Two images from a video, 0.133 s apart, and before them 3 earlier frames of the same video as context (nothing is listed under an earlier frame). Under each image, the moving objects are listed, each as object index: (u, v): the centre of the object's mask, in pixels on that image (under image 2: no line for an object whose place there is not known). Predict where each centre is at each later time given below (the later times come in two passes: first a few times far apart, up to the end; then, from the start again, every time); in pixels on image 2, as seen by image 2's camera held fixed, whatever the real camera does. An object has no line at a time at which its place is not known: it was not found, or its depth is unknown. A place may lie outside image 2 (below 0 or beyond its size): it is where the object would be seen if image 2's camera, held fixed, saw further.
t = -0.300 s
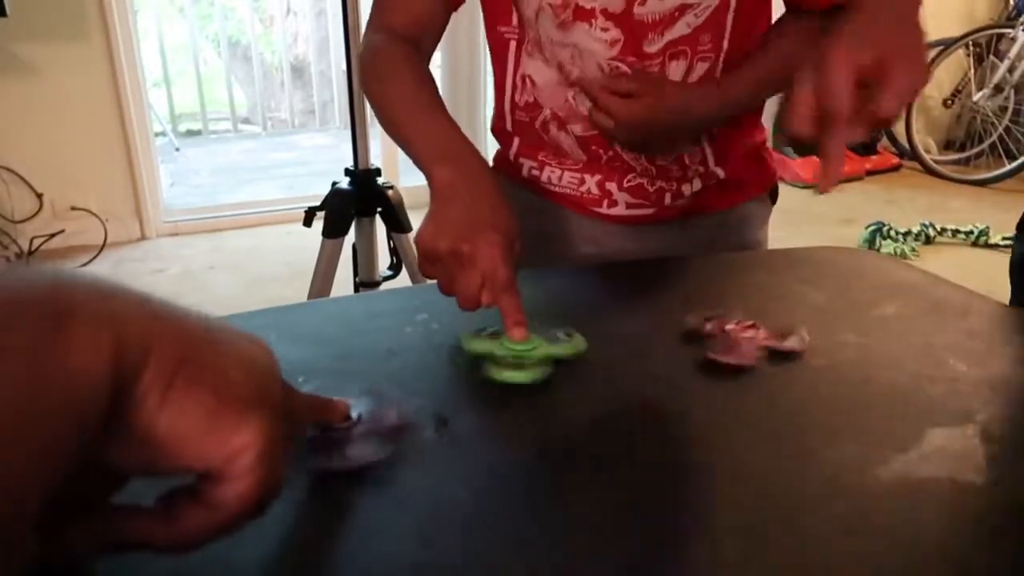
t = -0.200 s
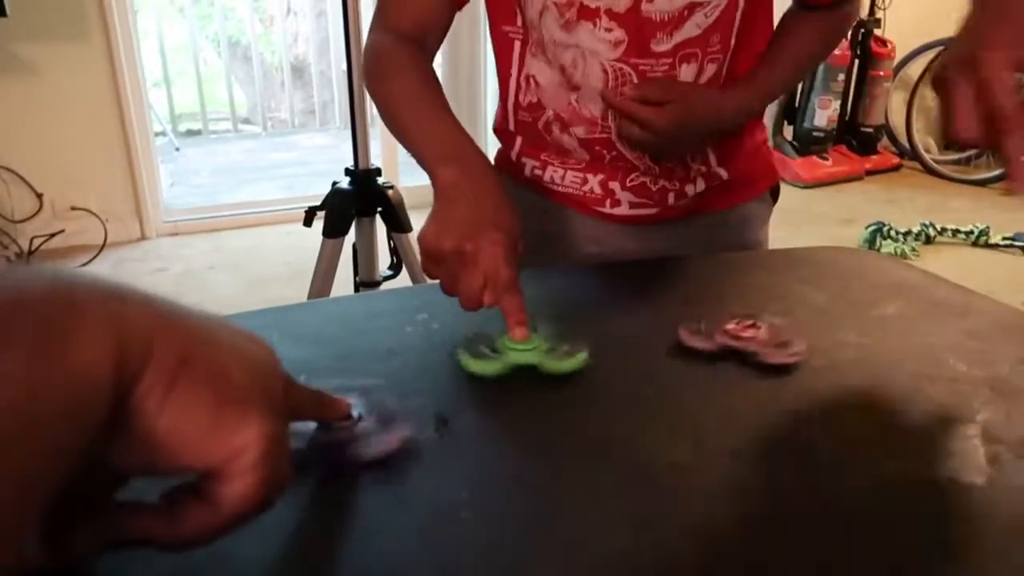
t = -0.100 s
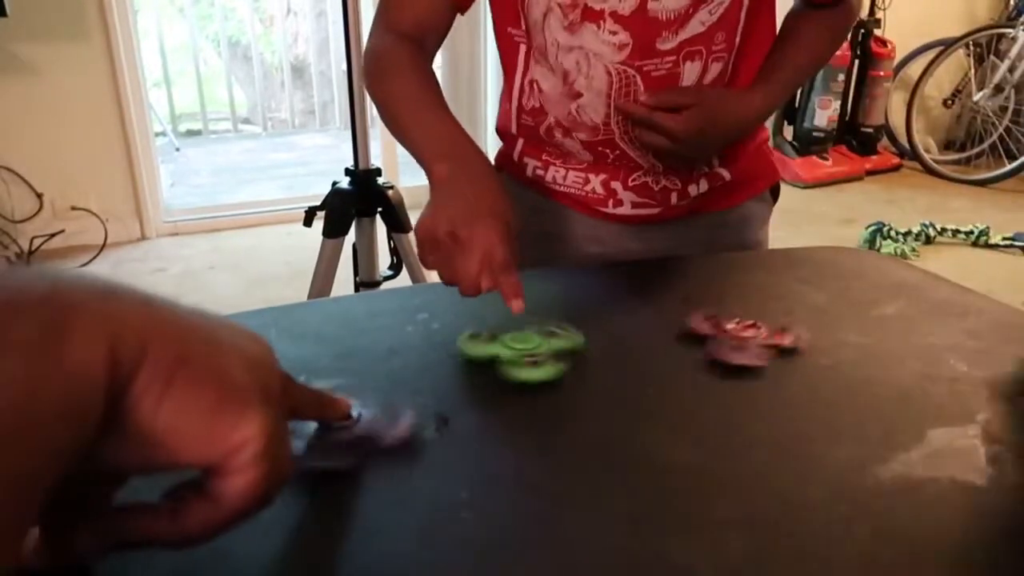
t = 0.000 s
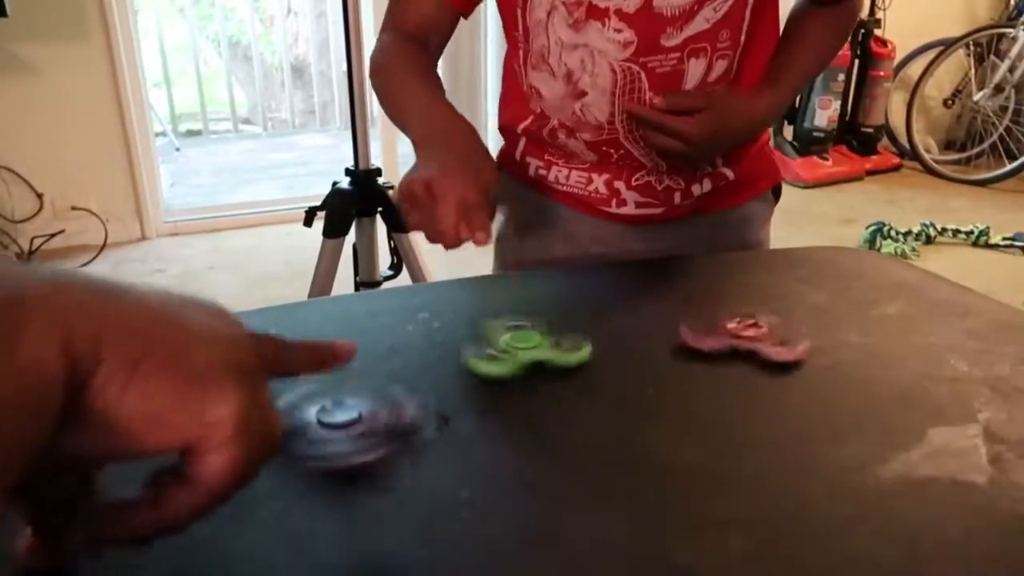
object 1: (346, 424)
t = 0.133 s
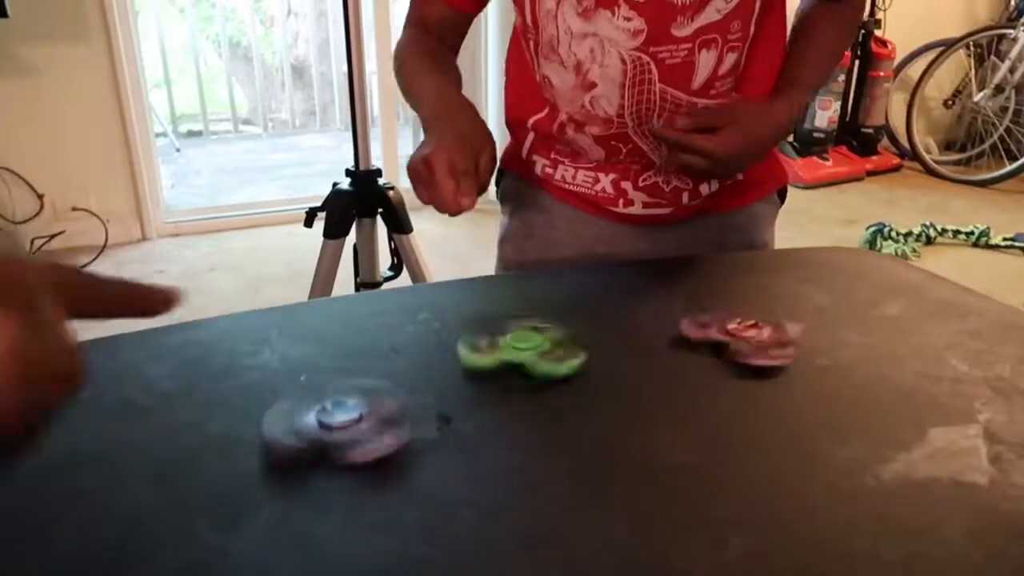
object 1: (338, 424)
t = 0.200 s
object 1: (340, 423)
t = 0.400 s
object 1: (339, 424)
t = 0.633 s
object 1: (338, 424)
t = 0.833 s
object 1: (339, 424)
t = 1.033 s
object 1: (339, 425)
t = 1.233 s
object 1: (337, 424)
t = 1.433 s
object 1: (338, 424)
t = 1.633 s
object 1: (337, 425)
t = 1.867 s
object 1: (338, 424)
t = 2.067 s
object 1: (338, 424)
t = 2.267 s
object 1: (338, 424)
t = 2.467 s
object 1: (341, 424)
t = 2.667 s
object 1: (338, 424)
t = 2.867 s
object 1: (340, 423)
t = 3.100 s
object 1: (337, 425)
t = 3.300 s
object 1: (338, 425)
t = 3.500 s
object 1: (340, 425)
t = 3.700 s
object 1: (338, 426)
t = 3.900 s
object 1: (337, 425)
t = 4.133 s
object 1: (340, 422)
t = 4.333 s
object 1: (337, 422)
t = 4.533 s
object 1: (338, 422)
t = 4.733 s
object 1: (339, 421)
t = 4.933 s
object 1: (345, 422)
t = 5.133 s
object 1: (342, 423)
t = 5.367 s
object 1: (341, 422)
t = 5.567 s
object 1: (340, 424)
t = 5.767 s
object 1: (341, 422)
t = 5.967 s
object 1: (344, 422)
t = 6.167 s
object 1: (339, 425)
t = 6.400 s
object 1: (340, 422)
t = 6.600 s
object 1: (346, 424)
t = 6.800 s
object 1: (343, 423)
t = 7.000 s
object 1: (340, 423)
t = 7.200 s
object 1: (340, 423)
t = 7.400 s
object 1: (340, 424)
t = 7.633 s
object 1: (340, 423)
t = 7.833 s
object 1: (341, 423)
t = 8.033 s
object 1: (340, 422)
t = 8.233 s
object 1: (342, 423)
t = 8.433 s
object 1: (339, 423)
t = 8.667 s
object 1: (339, 423)
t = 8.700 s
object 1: (340, 425)
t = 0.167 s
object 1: (337, 425)
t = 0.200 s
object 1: (340, 423)
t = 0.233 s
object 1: (341, 425)
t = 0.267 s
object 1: (342, 423)
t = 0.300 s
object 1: (342, 424)
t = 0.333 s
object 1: (340, 423)
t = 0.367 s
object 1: (339, 424)
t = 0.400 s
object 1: (339, 424)
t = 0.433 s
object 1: (339, 425)
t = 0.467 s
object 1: (338, 425)
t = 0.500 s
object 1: (340, 424)
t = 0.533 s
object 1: (339, 423)
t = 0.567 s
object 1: (338, 424)
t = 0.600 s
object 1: (339, 424)
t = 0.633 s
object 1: (338, 424)
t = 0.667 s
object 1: (338, 424)
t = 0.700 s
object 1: (337, 425)
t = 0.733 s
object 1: (338, 425)
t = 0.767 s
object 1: (338, 425)
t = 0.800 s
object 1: (338, 424)
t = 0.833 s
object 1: (339, 424)
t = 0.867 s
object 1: (339, 425)
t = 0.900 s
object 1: (339, 425)
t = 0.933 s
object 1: (341, 425)
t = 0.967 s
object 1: (340, 424)
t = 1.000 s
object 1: (340, 424)
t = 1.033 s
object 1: (339, 425)
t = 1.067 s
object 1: (339, 424)
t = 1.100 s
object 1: (339, 424)
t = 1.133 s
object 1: (339, 424)
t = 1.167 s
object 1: (337, 425)
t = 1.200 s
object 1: (337, 424)
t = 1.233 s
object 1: (337, 424)
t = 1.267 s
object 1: (337, 425)
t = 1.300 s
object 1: (337, 424)
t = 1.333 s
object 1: (337, 425)
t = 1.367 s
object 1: (338, 424)
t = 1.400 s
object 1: (338, 424)
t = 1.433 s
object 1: (338, 424)
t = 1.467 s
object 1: (337, 425)
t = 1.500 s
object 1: (337, 424)
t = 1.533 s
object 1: (338, 424)
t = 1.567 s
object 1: (337, 425)
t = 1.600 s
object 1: (337, 425)
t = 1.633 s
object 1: (337, 425)
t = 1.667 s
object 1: (337, 425)
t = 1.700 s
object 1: (337, 424)
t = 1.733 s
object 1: (337, 424)
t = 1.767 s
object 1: (338, 424)
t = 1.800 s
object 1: (338, 424)
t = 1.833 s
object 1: (338, 423)
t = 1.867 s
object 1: (338, 424)
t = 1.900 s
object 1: (339, 424)
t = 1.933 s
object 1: (339, 423)
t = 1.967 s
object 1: (338, 424)
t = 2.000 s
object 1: (338, 424)
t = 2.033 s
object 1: (338, 424)
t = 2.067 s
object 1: (338, 424)
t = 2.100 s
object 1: (338, 424)
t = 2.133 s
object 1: (339, 424)
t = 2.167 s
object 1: (339, 424)
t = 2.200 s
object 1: (340, 424)
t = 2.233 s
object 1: (338, 424)
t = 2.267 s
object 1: (338, 424)
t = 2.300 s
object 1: (338, 424)
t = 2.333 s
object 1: (338, 424)
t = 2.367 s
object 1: (339, 424)
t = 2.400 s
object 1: (341, 423)
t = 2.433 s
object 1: (341, 424)
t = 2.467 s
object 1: (341, 424)
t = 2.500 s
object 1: (338, 423)
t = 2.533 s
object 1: (340, 424)
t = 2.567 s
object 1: (340, 423)
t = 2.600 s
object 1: (340, 424)
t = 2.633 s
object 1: (339, 424)
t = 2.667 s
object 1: (338, 424)
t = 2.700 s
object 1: (339, 424)
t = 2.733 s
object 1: (337, 425)
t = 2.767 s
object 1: (337, 424)
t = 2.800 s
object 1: (338, 423)
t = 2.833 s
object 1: (339, 424)
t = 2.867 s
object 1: (340, 423)
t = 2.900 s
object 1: (338, 425)
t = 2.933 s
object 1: (337, 424)
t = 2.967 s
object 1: (336, 425)
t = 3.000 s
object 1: (337, 425)
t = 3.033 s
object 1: (337, 424)
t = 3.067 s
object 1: (338, 424)
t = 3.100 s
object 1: (337, 425)
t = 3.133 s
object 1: (338, 425)
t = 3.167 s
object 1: (337, 423)
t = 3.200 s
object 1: (340, 424)
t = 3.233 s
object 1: (339, 424)
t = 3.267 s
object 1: (337, 425)
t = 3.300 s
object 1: (338, 425)
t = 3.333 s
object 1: (338, 424)
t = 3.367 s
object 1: (335, 425)
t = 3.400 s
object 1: (335, 425)
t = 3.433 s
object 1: (337, 424)
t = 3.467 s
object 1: (339, 425)
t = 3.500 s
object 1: (340, 425)
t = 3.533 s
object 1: (337, 425)
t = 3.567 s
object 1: (339, 424)
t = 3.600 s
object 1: (338, 425)
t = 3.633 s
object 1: (335, 426)
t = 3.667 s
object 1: (336, 426)
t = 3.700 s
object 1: (338, 426)
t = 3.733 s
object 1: (338, 426)
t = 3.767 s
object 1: (342, 425)
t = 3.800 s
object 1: (338, 425)
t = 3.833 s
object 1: (339, 425)
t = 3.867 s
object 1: (340, 423)
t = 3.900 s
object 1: (337, 425)
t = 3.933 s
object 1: (340, 423)
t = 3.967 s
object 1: (342, 423)
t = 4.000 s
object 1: (342, 425)
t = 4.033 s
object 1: (341, 423)
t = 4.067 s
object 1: (339, 424)
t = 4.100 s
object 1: (338, 423)
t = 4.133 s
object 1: (340, 422)
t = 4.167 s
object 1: (340, 423)
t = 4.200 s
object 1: (344, 423)
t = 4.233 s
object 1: (342, 424)
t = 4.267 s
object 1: (340, 424)
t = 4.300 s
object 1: (339, 423)
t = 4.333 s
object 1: (337, 422)
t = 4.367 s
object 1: (339, 423)
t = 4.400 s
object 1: (341, 423)
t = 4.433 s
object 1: (347, 424)
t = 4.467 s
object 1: (344, 423)
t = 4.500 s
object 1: (339, 425)
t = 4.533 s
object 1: (338, 422)
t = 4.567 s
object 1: (341, 423)
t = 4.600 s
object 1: (341, 424)
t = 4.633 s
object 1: (343, 423)
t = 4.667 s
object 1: (339, 423)
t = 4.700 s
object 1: (337, 422)
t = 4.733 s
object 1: (339, 421)
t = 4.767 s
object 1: (344, 423)
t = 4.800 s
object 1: (345, 423)
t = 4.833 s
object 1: (338, 424)
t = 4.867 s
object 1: (337, 423)
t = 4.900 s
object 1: (339, 423)
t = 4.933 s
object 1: (345, 422)
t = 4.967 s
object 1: (343, 424)
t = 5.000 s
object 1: (340, 423)
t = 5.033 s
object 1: (341, 422)
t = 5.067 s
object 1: (340, 423)
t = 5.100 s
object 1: (345, 422)
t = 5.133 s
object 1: (342, 423)
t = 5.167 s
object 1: (340, 423)
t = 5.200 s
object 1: (340, 422)
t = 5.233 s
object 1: (340, 422)
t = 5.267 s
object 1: (345, 423)
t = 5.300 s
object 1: (342, 423)
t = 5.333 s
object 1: (337, 423)
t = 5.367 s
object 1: (341, 422)
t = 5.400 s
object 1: (340, 422)
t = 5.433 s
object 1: (340, 424)
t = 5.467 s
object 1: (342, 422)
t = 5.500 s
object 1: (342, 421)
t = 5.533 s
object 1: (343, 422)
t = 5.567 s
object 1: (340, 424)
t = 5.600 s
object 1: (344, 424)
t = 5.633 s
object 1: (346, 421)
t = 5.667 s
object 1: (342, 420)
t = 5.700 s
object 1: (344, 422)
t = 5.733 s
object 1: (341, 423)
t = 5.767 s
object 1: (341, 422)
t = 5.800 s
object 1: (341, 422)
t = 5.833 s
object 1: (342, 424)
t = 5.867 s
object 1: (343, 424)
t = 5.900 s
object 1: (341, 423)
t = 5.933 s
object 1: (341, 424)
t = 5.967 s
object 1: (344, 422)
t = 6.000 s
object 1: (343, 424)
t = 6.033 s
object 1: (338, 422)
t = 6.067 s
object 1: (340, 424)
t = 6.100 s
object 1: (342, 423)
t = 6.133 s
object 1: (341, 422)
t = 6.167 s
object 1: (339, 425)
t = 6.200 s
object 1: (342, 423)
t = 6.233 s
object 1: (349, 424)
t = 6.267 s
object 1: (342, 423)
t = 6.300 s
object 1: (339, 424)
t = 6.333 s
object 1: (341, 423)
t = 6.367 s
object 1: (339, 425)
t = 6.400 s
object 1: (340, 422)
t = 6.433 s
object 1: (341, 422)
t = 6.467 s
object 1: (342, 423)
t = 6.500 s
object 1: (340, 424)
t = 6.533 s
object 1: (342, 424)
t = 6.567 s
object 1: (342, 423)
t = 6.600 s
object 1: (346, 424)
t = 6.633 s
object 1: (342, 424)
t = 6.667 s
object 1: (343, 423)
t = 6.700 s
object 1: (342, 422)
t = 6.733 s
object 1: (339, 424)
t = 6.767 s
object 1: (341, 424)
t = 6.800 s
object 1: (343, 423)
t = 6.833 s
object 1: (341, 424)
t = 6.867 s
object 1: (340, 424)
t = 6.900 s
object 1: (341, 422)
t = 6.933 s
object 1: (343, 421)
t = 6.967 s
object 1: (339, 424)
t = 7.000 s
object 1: (340, 423)
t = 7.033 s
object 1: (342, 422)
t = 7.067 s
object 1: (337, 425)
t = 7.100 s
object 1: (339, 423)
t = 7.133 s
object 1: (341, 423)
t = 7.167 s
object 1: (339, 424)
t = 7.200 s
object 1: (340, 423)
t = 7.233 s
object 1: (339, 423)
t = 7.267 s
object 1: (342, 423)
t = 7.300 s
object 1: (341, 424)
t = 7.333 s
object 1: (339, 426)
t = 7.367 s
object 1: (343, 422)
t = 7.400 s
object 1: (340, 424)
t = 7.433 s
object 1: (340, 423)
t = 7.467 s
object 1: (342, 423)
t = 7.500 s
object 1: (340, 423)
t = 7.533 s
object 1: (340, 423)
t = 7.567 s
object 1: (340, 423)
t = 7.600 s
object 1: (338, 424)
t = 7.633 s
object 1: (340, 423)
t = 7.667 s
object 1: (340, 423)
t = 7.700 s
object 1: (340, 422)
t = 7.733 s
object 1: (340, 423)
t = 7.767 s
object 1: (341, 424)
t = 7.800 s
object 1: (339, 423)
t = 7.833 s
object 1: (341, 423)
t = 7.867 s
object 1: (339, 424)
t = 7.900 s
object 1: (337, 424)
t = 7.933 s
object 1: (339, 423)
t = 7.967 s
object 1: (341, 424)
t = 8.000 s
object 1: (342, 422)
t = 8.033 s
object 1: (340, 422)
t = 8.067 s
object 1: (338, 423)
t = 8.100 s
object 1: (339, 423)
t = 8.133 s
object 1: (339, 423)
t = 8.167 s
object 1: (340, 424)
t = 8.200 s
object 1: (340, 424)
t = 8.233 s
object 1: (342, 423)
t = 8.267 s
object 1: (338, 423)
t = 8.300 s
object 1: (339, 425)
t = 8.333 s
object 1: (341, 423)
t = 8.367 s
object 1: (340, 424)
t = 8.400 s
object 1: (344, 423)
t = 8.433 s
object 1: (339, 423)
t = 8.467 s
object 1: (339, 423)
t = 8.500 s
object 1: (341, 423)
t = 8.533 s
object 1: (339, 424)
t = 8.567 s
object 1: (337, 424)
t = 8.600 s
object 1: (345, 423)
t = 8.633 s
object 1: (336, 424)
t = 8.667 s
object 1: (339, 423)
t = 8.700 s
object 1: (340, 425)
